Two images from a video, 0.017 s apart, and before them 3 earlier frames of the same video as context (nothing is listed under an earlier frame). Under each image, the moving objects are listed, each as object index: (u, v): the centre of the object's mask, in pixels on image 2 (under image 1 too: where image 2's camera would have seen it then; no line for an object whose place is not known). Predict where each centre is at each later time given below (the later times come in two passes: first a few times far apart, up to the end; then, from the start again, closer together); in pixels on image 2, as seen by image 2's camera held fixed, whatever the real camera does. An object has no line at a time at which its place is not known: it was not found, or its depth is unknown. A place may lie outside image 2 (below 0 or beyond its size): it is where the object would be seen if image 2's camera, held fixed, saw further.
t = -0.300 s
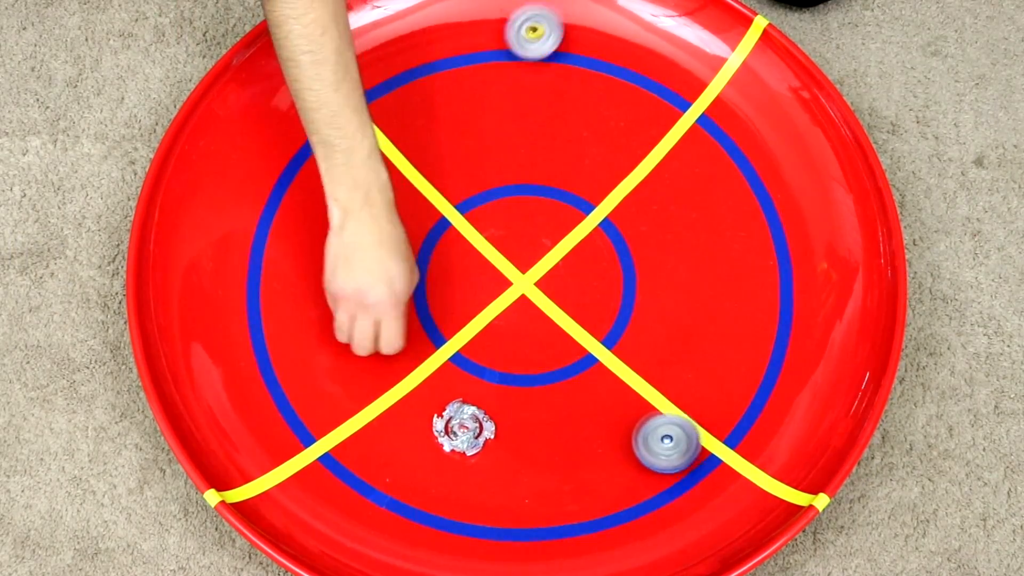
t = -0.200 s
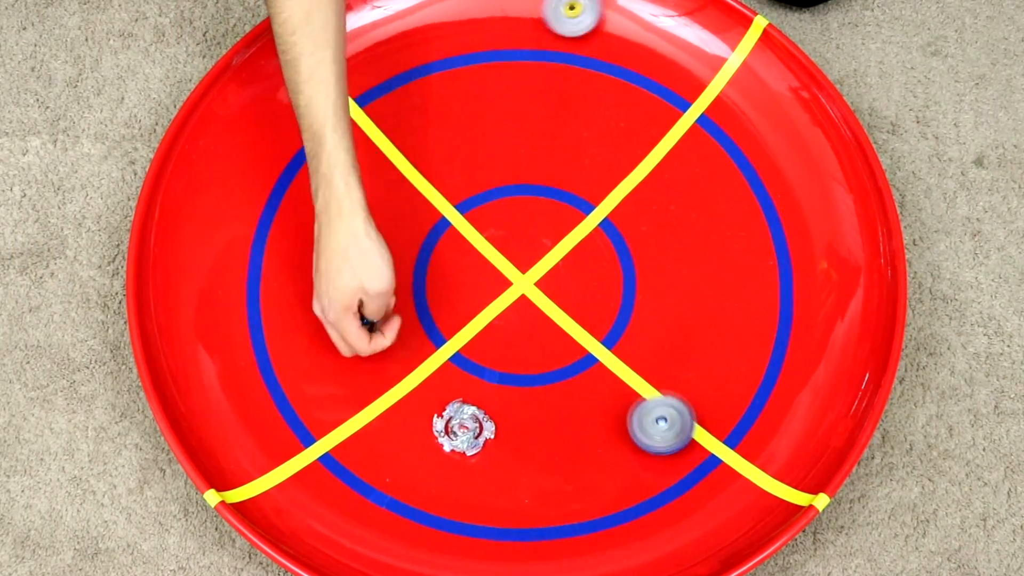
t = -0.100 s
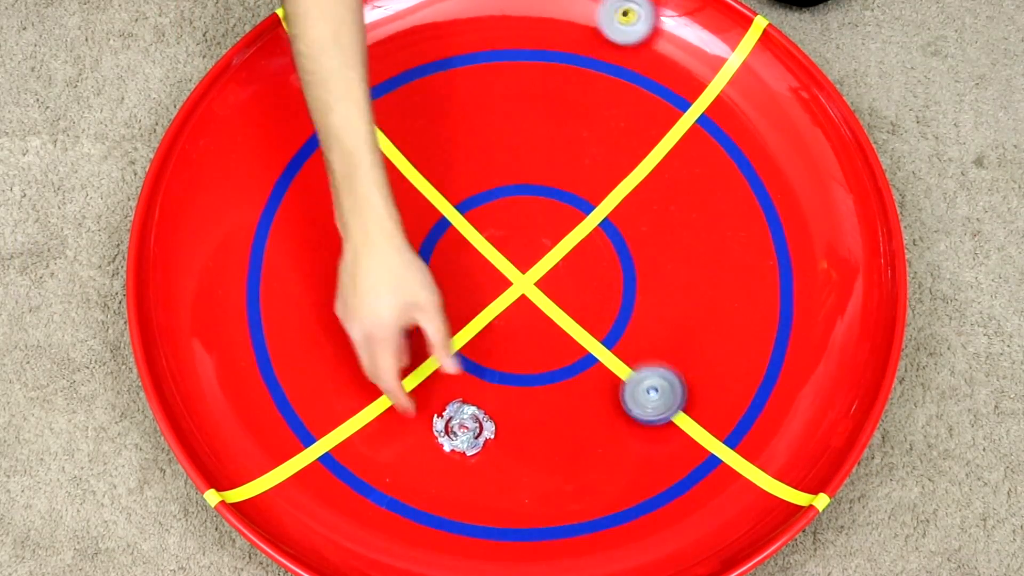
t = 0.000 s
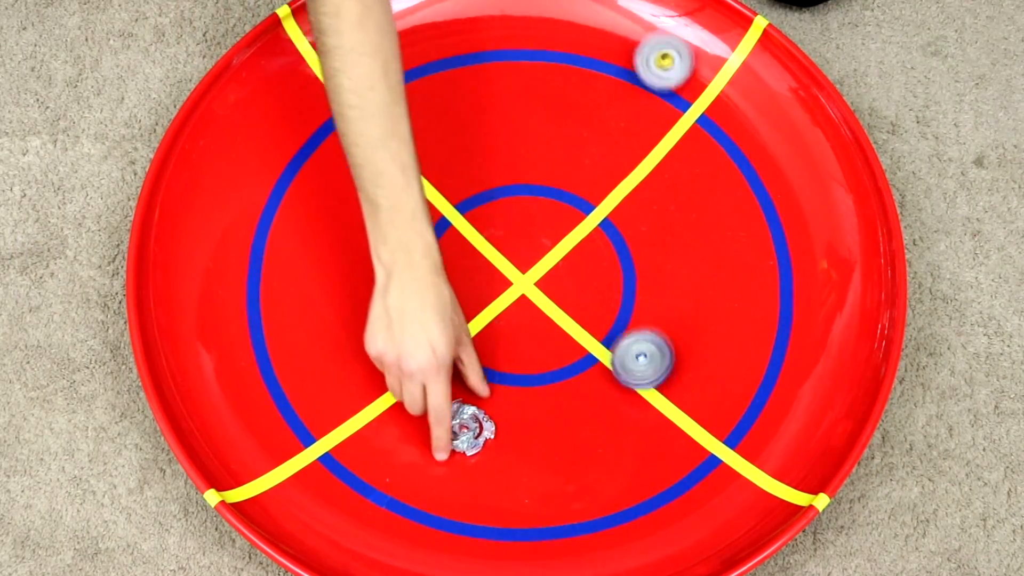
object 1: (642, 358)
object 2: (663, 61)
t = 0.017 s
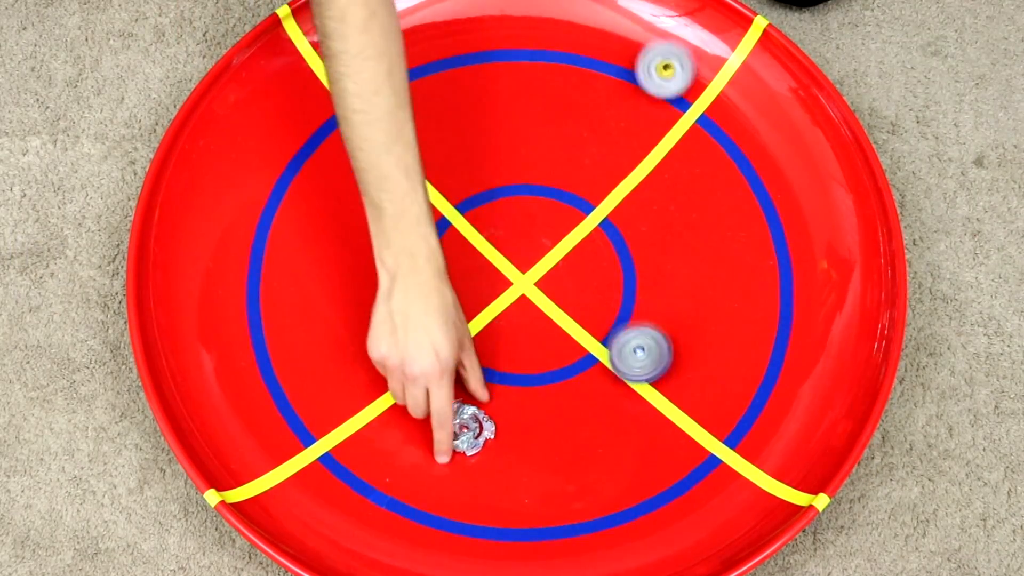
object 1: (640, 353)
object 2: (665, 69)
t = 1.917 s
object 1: (385, 356)
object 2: (536, 440)
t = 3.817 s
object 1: (607, 259)
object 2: (533, 100)
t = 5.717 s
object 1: (553, 219)
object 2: (488, 334)
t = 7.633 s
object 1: (404, 265)
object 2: (527, 298)
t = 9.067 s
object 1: (429, 193)
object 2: (517, 306)
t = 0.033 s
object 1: (638, 346)
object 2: (665, 77)
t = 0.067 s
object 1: (634, 334)
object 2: (660, 90)
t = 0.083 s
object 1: (632, 328)
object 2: (656, 97)
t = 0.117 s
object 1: (628, 316)
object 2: (646, 111)
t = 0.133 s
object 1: (627, 309)
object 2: (640, 120)
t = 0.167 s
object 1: (624, 296)
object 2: (626, 136)
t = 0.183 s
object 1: (623, 290)
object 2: (619, 144)
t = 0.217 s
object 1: (620, 279)
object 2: (606, 158)
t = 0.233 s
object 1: (618, 273)
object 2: (599, 164)
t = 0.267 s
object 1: (614, 265)
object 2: (585, 175)
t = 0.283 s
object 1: (611, 259)
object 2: (578, 179)
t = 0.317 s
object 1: (608, 251)
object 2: (561, 189)
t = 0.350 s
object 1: (602, 241)
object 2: (543, 201)
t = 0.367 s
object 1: (600, 237)
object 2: (534, 206)
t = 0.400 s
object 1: (594, 227)
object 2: (518, 215)
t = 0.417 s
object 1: (591, 222)
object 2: (510, 220)
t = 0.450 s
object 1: (586, 213)
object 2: (493, 228)
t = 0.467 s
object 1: (583, 209)
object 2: (484, 233)
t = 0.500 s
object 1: (577, 200)
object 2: (469, 239)
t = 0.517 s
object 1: (576, 196)
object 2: (460, 242)
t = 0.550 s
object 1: (570, 188)
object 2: (444, 248)
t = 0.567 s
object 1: (567, 183)
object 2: (437, 250)
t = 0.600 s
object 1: (560, 175)
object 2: (423, 253)
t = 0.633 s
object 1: (551, 167)
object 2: (407, 260)
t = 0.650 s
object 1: (548, 163)
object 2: (399, 262)
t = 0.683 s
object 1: (541, 155)
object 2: (383, 268)
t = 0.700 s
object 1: (537, 151)
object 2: (375, 272)
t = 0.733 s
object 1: (530, 144)
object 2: (361, 278)
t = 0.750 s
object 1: (527, 140)
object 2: (354, 280)
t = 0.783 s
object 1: (520, 134)
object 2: (341, 285)
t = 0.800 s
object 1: (517, 130)
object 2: (334, 287)
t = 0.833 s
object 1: (511, 126)
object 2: (320, 291)
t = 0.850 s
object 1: (509, 123)
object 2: (314, 294)
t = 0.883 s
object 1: (503, 120)
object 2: (300, 298)
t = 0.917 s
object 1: (498, 117)
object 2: (287, 302)
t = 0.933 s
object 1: (496, 116)
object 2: (281, 304)
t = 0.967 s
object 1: (491, 114)
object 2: (269, 305)
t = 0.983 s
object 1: (489, 114)
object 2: (265, 305)
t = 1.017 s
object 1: (484, 115)
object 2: (258, 304)
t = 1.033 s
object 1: (482, 116)
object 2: (254, 303)
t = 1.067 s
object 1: (478, 118)
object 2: (249, 303)
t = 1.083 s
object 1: (476, 120)
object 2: (246, 304)
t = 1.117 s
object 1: (472, 124)
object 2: (241, 304)
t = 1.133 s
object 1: (469, 127)
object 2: (241, 303)
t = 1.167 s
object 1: (465, 132)
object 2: (241, 301)
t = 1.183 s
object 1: (463, 135)
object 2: (242, 299)
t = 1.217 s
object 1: (459, 143)
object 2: (248, 298)
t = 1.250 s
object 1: (454, 151)
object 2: (255, 298)
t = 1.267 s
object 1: (451, 155)
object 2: (259, 299)
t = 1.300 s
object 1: (447, 164)
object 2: (271, 299)
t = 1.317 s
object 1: (445, 168)
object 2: (279, 301)
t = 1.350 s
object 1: (439, 178)
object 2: (294, 304)
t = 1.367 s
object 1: (436, 183)
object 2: (303, 307)
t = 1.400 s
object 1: (431, 192)
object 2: (318, 312)
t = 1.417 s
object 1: (428, 198)
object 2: (326, 315)
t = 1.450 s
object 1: (423, 209)
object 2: (341, 322)
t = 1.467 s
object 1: (421, 214)
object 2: (350, 326)
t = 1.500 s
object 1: (416, 226)
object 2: (366, 335)
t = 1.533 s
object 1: (412, 236)
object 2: (383, 343)
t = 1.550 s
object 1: (410, 241)
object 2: (390, 347)
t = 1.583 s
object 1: (406, 252)
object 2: (404, 357)
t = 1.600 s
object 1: (404, 258)
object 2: (411, 362)
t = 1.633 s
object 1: (400, 269)
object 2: (422, 370)
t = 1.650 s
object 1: (398, 274)
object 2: (428, 374)
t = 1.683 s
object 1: (396, 285)
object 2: (440, 382)
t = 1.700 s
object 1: (394, 291)
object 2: (448, 388)
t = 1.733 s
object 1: (392, 301)
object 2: (460, 394)
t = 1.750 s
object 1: (391, 306)
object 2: (468, 398)
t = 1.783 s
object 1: (389, 316)
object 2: (482, 406)
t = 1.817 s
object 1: (387, 327)
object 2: (497, 415)
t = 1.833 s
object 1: (387, 332)
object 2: (504, 419)
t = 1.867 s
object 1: (386, 343)
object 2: (517, 427)
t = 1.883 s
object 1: (386, 347)
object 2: (523, 431)
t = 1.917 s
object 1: (385, 356)
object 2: (536, 440)
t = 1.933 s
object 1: (384, 361)
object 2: (541, 444)
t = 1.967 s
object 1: (384, 371)
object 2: (551, 453)
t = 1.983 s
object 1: (385, 376)
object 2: (556, 457)
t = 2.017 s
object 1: (385, 384)
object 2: (566, 464)
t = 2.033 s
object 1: (385, 389)
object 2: (571, 468)
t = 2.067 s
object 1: (387, 397)
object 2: (583, 474)
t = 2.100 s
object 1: (390, 404)
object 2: (594, 478)
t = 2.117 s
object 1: (392, 409)
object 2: (599, 479)
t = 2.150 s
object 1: (395, 415)
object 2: (609, 483)
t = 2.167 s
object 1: (396, 419)
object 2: (613, 483)
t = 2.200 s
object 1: (401, 426)
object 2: (617, 486)
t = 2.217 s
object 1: (403, 428)
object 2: (618, 487)
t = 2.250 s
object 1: (407, 433)
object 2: (617, 489)
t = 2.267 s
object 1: (409, 434)
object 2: (617, 489)
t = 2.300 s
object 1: (415, 438)
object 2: (614, 487)
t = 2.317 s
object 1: (418, 439)
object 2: (614, 485)
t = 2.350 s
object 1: (424, 442)
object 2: (612, 479)
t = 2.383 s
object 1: (431, 443)
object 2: (612, 470)
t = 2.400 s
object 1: (434, 443)
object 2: (613, 464)
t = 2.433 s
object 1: (442, 443)
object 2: (614, 452)
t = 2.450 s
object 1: (446, 443)
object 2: (616, 445)
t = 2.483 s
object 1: (454, 441)
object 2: (617, 431)
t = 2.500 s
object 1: (458, 440)
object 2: (618, 425)
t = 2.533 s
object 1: (468, 437)
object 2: (618, 412)
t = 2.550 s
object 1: (473, 435)
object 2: (619, 407)
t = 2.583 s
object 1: (482, 432)
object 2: (623, 393)
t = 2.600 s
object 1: (487, 430)
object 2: (625, 387)
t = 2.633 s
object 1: (498, 424)
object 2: (630, 373)
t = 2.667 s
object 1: (508, 420)
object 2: (634, 360)
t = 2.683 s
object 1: (513, 417)
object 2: (637, 353)
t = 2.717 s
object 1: (524, 411)
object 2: (641, 340)
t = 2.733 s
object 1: (528, 407)
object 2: (643, 334)
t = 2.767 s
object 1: (537, 402)
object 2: (647, 322)
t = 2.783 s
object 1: (543, 398)
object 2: (649, 316)
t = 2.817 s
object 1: (553, 391)
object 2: (653, 304)
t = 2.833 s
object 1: (557, 387)
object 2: (656, 298)
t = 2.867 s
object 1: (566, 380)
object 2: (660, 286)
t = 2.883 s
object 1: (571, 376)
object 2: (662, 281)
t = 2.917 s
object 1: (579, 369)
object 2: (666, 270)
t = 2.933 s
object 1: (584, 364)
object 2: (668, 265)
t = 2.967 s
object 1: (592, 357)
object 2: (671, 255)
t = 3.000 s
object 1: (600, 348)
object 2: (673, 246)
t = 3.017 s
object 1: (604, 344)
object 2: (675, 241)
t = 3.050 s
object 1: (610, 337)
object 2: (676, 232)
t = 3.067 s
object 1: (613, 334)
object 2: (677, 229)
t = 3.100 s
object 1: (619, 325)
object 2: (678, 220)
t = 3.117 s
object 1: (622, 321)
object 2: (678, 217)
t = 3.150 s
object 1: (626, 313)
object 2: (678, 210)
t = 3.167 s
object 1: (629, 308)
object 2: (678, 207)
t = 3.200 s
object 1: (633, 300)
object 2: (677, 201)
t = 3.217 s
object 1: (636, 296)
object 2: (676, 198)
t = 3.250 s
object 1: (640, 287)
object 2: (674, 194)
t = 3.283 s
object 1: (643, 278)
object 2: (671, 191)
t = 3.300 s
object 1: (644, 274)
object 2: (670, 190)
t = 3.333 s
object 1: (646, 266)
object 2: (665, 188)
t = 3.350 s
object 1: (647, 262)
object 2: (663, 187)
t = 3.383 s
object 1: (648, 254)
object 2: (655, 185)
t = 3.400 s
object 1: (649, 249)
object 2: (652, 184)
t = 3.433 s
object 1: (648, 242)
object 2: (643, 183)
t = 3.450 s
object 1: (649, 242)
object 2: (636, 179)
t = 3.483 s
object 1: (651, 243)
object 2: (627, 168)
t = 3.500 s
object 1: (652, 243)
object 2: (622, 163)
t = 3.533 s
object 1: (651, 244)
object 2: (612, 153)
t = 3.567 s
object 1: (650, 245)
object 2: (604, 146)
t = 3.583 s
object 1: (649, 246)
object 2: (600, 141)
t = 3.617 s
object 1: (646, 247)
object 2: (590, 134)
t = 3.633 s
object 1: (643, 248)
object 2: (585, 130)
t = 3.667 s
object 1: (638, 250)
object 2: (576, 123)
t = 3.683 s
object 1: (635, 251)
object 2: (572, 120)
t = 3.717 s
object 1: (630, 252)
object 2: (562, 114)
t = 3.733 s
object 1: (627, 253)
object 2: (557, 111)
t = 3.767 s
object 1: (620, 255)
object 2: (548, 106)
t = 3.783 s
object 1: (616, 257)
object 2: (543, 104)
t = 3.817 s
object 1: (607, 259)
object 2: (533, 100)
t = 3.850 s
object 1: (598, 262)
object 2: (524, 97)
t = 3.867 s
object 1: (593, 263)
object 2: (520, 96)
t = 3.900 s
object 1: (582, 266)
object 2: (511, 93)
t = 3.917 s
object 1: (577, 267)
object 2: (506, 94)
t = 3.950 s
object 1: (566, 268)
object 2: (498, 93)
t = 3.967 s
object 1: (561, 268)
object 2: (494, 93)
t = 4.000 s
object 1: (550, 268)
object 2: (485, 93)
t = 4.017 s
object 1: (544, 268)
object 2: (481, 95)
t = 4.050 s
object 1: (534, 268)
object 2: (472, 97)
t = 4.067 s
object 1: (529, 267)
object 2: (467, 99)
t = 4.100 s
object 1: (518, 266)
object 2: (458, 103)
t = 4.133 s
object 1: (507, 267)
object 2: (450, 108)
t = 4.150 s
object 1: (502, 268)
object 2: (447, 110)
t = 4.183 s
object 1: (491, 269)
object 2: (438, 116)
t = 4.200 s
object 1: (486, 270)
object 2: (434, 120)
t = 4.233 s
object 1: (475, 271)
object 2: (425, 127)
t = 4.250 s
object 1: (470, 272)
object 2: (422, 130)
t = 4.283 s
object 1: (460, 272)
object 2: (414, 138)
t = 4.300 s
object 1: (455, 271)
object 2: (410, 143)
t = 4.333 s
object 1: (446, 271)
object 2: (403, 151)
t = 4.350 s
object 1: (441, 271)
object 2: (400, 155)
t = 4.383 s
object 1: (432, 270)
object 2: (394, 164)
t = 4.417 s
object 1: (423, 270)
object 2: (387, 173)
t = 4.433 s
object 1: (419, 269)
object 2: (384, 179)
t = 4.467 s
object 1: (409, 269)
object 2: (378, 189)
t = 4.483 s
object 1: (405, 269)
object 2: (376, 194)
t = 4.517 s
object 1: (397, 269)
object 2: (370, 204)
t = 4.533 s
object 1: (394, 269)
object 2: (368, 210)
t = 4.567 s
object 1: (400, 282)
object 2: (352, 210)
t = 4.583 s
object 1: (407, 292)
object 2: (341, 204)
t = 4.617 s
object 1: (424, 311)
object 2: (325, 196)
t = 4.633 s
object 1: (431, 319)
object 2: (319, 193)
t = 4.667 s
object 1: (443, 336)
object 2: (307, 188)
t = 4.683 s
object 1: (447, 342)
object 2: (302, 184)
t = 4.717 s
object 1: (456, 350)
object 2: (292, 178)
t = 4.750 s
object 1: (465, 359)
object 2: (283, 172)
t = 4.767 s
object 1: (470, 362)
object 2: (277, 170)
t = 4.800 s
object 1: (479, 368)
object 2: (268, 165)
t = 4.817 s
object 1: (482, 370)
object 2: (266, 162)
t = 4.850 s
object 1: (491, 374)
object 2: (262, 157)
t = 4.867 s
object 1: (495, 375)
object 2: (261, 154)
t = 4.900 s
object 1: (502, 377)
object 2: (261, 148)
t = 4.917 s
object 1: (506, 378)
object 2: (263, 146)
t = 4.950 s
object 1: (514, 379)
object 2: (267, 144)
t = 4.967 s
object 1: (517, 379)
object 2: (271, 144)
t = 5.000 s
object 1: (524, 378)
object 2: (278, 146)
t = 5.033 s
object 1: (531, 375)
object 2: (285, 151)
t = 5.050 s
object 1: (534, 375)
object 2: (289, 153)
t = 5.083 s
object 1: (539, 372)
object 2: (297, 158)
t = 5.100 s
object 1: (542, 369)
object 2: (301, 162)
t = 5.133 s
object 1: (547, 365)
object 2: (311, 170)
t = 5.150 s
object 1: (549, 363)
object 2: (317, 175)
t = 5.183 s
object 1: (555, 357)
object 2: (327, 185)
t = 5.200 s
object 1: (557, 354)
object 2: (332, 190)
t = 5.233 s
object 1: (560, 347)
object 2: (343, 200)
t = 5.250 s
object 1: (562, 343)
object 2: (349, 204)
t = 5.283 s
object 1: (564, 335)
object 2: (359, 214)
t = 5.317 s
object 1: (564, 328)
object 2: (371, 224)
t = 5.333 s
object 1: (564, 325)
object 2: (377, 229)
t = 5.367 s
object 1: (564, 317)
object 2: (388, 237)
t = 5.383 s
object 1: (563, 314)
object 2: (394, 242)
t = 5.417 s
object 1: (560, 306)
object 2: (406, 250)
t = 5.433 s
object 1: (558, 302)
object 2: (412, 254)
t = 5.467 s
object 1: (553, 294)
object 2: (424, 262)
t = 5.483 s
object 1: (550, 291)
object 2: (430, 266)
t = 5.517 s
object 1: (545, 284)
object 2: (443, 273)
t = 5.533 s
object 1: (543, 281)
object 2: (450, 276)
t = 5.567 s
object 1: (537, 274)
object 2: (463, 282)
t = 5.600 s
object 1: (534, 268)
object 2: (473, 289)
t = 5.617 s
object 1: (539, 261)
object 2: (472, 297)
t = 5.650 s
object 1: (545, 245)
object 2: (473, 313)
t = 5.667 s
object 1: (548, 238)
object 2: (476, 319)
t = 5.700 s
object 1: (552, 226)
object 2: (484, 329)
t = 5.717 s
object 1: (553, 219)
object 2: (488, 334)
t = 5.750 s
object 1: (555, 210)
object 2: (497, 343)
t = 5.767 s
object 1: (557, 205)
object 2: (501, 348)
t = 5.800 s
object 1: (558, 200)
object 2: (509, 355)
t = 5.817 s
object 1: (557, 197)
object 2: (512, 359)
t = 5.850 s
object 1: (555, 195)
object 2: (521, 367)
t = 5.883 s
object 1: (551, 195)
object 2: (531, 375)
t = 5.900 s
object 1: (548, 196)
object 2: (535, 379)
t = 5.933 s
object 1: (542, 199)
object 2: (545, 387)
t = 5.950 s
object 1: (540, 199)
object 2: (549, 390)
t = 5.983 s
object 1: (534, 204)
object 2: (558, 396)
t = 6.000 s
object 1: (534, 206)
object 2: (563, 400)
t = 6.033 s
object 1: (529, 210)
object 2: (571, 405)
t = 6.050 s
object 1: (528, 213)
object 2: (575, 408)
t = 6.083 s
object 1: (525, 218)
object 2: (582, 413)
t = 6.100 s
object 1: (523, 222)
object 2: (586, 416)
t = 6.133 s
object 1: (521, 228)
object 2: (592, 419)
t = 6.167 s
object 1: (520, 234)
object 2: (597, 422)
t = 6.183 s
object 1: (519, 237)
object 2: (600, 423)
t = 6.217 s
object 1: (519, 244)
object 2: (606, 423)
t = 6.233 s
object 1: (518, 247)
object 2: (608, 423)
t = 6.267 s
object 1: (519, 254)
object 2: (614, 422)
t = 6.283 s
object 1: (520, 256)
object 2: (615, 421)
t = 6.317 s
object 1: (521, 261)
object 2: (619, 420)
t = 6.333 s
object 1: (523, 265)
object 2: (621, 419)
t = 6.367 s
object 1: (525, 269)
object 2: (623, 416)
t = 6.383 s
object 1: (527, 273)
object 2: (624, 416)
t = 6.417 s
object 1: (531, 277)
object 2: (626, 411)
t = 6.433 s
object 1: (533, 279)
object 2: (627, 410)
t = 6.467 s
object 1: (539, 283)
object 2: (628, 405)
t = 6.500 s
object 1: (545, 286)
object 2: (628, 399)
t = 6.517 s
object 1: (547, 287)
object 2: (629, 396)
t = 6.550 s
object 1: (552, 290)
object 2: (629, 389)
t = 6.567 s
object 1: (556, 289)
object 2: (629, 385)
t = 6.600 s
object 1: (562, 291)
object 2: (627, 377)
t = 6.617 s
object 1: (566, 291)
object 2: (627, 372)
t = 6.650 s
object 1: (571, 290)
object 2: (625, 366)
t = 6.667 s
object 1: (572, 290)
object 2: (624, 362)
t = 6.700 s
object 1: (577, 289)
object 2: (622, 354)
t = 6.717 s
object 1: (580, 288)
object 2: (620, 350)
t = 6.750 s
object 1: (585, 287)
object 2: (617, 340)
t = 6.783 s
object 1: (584, 279)
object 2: (620, 337)
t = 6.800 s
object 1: (581, 272)
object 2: (623, 339)
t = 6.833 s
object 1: (571, 255)
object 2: (629, 342)
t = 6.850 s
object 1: (566, 247)
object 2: (632, 344)
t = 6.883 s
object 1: (559, 234)
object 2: (636, 347)
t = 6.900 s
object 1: (555, 227)
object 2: (636, 349)
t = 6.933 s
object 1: (547, 217)
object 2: (638, 351)
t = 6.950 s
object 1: (544, 212)
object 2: (638, 353)
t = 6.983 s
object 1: (536, 203)
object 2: (638, 355)
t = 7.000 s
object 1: (531, 198)
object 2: (638, 356)
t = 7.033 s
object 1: (522, 190)
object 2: (635, 355)
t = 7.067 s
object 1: (513, 184)
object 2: (631, 355)
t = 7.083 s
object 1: (509, 183)
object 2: (629, 354)
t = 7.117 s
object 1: (499, 179)
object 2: (627, 354)
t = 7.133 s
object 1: (494, 176)
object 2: (624, 352)
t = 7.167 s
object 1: (485, 174)
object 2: (622, 351)
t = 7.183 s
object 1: (479, 173)
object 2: (619, 349)
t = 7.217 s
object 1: (469, 173)
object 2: (615, 348)
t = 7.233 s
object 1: (466, 174)
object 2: (612, 346)
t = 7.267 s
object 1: (457, 175)
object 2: (607, 344)
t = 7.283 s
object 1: (452, 176)
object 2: (604, 342)
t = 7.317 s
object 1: (443, 179)
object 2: (598, 338)
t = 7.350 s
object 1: (434, 184)
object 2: (592, 334)
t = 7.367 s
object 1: (431, 187)
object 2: (587, 332)
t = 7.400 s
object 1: (424, 193)
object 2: (580, 328)
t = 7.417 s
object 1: (421, 197)
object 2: (576, 326)
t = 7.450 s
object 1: (413, 205)
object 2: (568, 321)
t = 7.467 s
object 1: (410, 210)
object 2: (565, 320)
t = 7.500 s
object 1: (407, 219)
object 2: (558, 317)
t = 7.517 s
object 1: (405, 224)
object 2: (555, 315)
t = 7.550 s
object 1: (403, 234)
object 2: (547, 310)
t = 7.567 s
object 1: (404, 240)
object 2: (543, 308)
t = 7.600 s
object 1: (403, 253)
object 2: (536, 304)
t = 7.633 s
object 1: (404, 265)
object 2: (527, 298)
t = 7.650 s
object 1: (407, 272)
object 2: (523, 296)
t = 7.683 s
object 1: (412, 285)
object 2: (515, 290)
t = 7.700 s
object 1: (415, 292)
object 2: (512, 288)
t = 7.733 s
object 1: (423, 305)
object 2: (504, 282)
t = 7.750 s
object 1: (426, 311)
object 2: (499, 281)
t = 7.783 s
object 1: (435, 323)
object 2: (492, 277)
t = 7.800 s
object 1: (440, 329)
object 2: (488, 276)
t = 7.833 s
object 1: (452, 339)
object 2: (480, 271)
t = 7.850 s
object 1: (458, 345)
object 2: (476, 270)
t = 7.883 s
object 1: (472, 356)
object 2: (469, 265)
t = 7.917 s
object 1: (487, 363)
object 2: (461, 261)
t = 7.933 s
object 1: (493, 367)
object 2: (457, 259)
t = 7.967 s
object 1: (509, 375)
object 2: (450, 256)
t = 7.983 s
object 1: (516, 377)
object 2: (447, 253)
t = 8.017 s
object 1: (531, 380)
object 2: (441, 249)
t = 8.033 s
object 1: (539, 382)
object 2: (438, 246)
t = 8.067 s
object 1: (553, 383)
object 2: (433, 242)
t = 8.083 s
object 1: (561, 383)
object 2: (431, 240)
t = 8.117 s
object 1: (574, 381)
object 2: (426, 235)
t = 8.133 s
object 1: (580, 380)
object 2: (425, 234)
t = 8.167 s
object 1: (593, 375)
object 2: (421, 229)
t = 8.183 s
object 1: (599, 373)
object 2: (419, 229)
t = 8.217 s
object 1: (611, 366)
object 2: (418, 228)
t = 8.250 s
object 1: (621, 358)
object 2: (417, 227)
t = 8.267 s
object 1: (624, 355)
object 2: (418, 226)
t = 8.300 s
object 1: (632, 345)
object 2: (416, 225)
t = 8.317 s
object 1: (634, 342)
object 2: (418, 225)
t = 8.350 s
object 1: (639, 332)
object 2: (417, 225)
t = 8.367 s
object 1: (640, 327)
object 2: (419, 225)
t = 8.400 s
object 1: (642, 318)
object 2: (419, 225)
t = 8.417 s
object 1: (641, 312)
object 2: (422, 227)
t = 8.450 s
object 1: (640, 302)
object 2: (421, 227)
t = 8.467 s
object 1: (639, 296)
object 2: (422, 229)
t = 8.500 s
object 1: (635, 288)
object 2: (424, 231)
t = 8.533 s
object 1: (629, 277)
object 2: (429, 234)
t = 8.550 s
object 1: (626, 273)
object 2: (431, 236)
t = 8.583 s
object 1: (618, 264)
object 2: (435, 240)
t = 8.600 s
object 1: (614, 262)
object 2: (438, 240)
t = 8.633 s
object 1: (605, 256)
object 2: (440, 241)
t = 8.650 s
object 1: (600, 254)
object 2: (442, 244)
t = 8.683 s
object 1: (588, 248)
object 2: (447, 247)
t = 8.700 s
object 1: (582, 245)
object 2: (449, 249)
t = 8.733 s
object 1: (569, 242)
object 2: (456, 253)
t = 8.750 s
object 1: (563, 242)
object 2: (459, 255)
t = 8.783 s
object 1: (548, 240)
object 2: (464, 259)
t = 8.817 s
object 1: (534, 237)
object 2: (471, 265)
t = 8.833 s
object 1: (526, 238)
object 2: (474, 266)
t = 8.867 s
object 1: (513, 233)
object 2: (481, 274)
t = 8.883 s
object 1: (503, 232)
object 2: (487, 279)
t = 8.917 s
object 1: (485, 226)
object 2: (491, 284)
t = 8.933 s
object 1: (475, 224)
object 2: (493, 286)
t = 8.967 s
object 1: (458, 219)
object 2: (497, 291)
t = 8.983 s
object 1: (451, 215)
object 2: (500, 295)
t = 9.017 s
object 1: (439, 207)
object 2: (507, 300)
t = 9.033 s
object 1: (435, 202)
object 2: (510, 302)
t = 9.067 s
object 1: (429, 193)
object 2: (517, 306)
